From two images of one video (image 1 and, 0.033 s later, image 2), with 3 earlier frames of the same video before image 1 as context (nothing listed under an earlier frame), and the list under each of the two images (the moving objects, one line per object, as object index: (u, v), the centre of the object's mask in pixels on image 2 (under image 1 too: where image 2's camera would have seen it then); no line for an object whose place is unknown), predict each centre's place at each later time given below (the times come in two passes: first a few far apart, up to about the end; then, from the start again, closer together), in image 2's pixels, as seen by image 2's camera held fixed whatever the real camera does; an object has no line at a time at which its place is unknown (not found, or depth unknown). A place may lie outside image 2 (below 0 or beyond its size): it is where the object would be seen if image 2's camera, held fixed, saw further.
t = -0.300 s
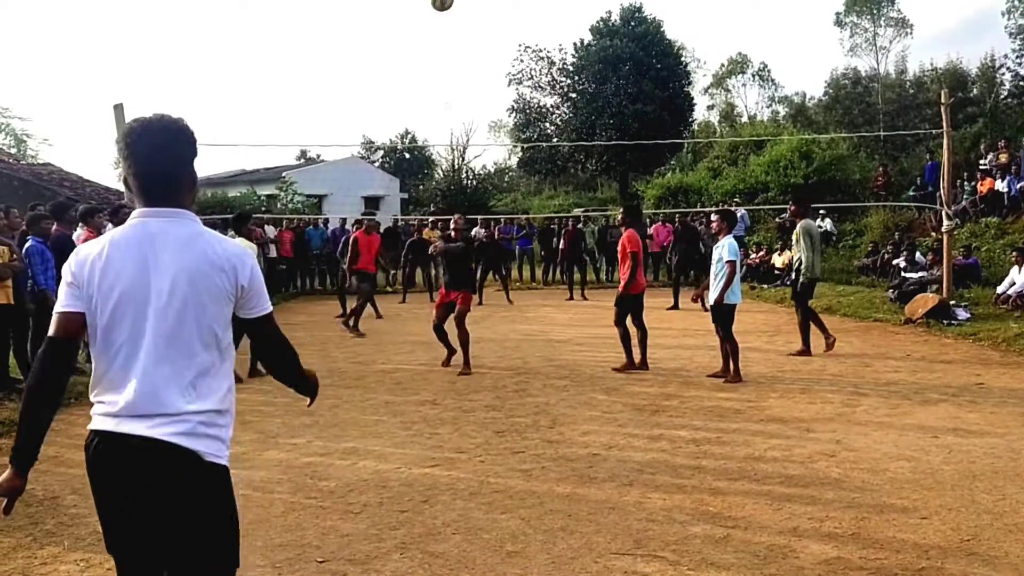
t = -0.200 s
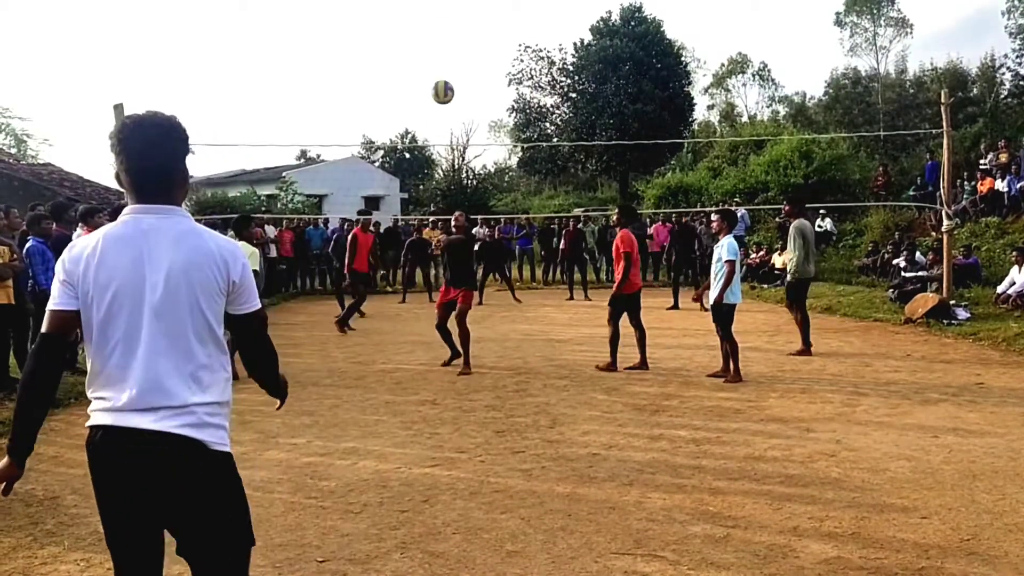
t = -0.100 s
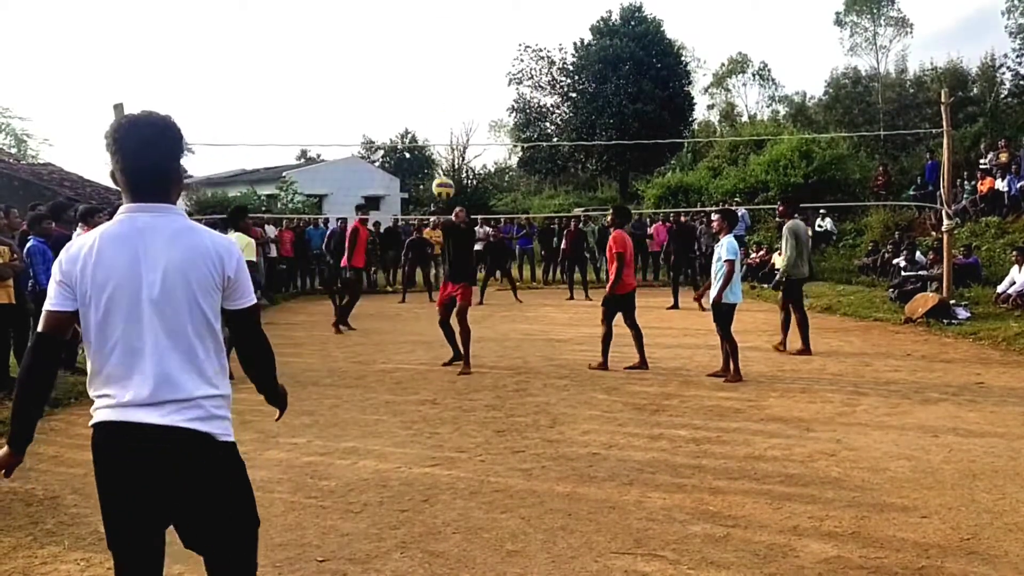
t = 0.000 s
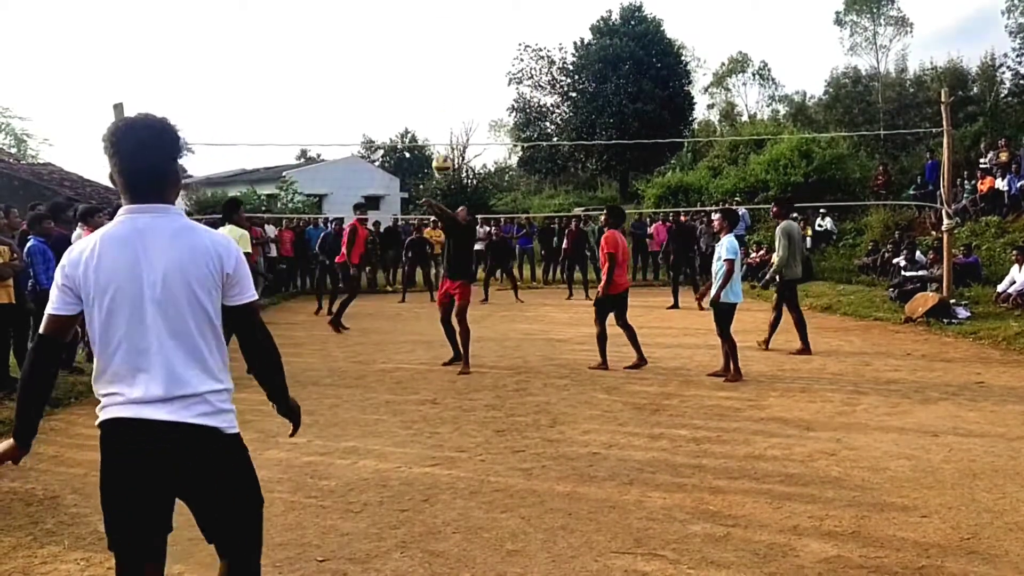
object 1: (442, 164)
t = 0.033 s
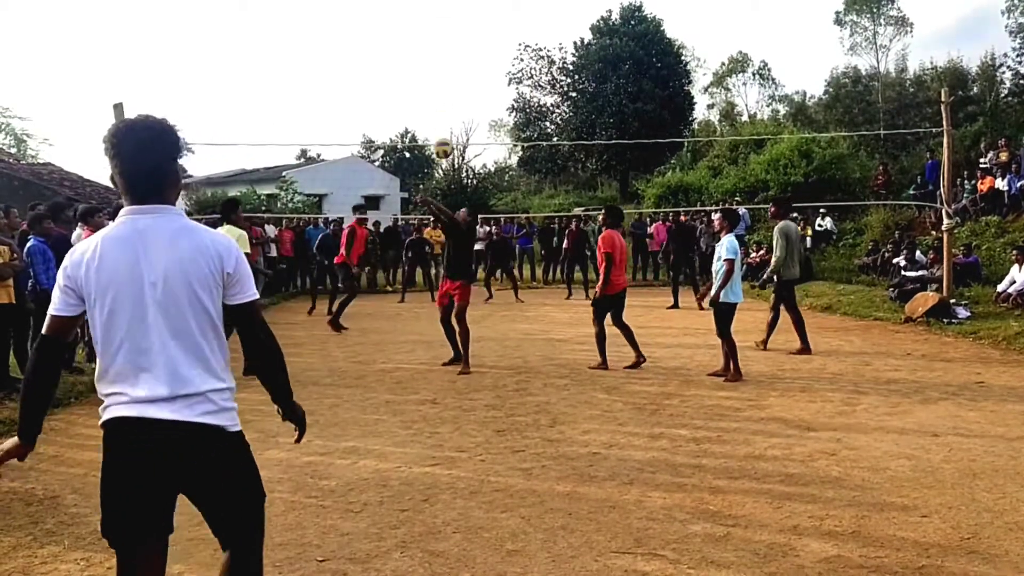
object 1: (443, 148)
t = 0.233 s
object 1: (443, 83)
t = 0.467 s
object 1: (445, 60)
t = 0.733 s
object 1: (448, 88)
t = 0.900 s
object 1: (451, 128)
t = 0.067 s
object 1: (443, 134)
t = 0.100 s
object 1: (443, 121)
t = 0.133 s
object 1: (443, 110)
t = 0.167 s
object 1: (443, 100)
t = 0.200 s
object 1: (443, 91)
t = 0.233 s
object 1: (443, 83)
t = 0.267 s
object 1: (444, 76)
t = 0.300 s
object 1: (444, 71)
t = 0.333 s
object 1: (444, 67)
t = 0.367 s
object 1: (444, 64)
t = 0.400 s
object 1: (445, 62)
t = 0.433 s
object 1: (445, 61)
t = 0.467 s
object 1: (445, 60)
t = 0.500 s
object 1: (445, 61)
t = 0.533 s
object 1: (446, 63)
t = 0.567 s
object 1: (446, 65)
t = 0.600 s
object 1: (446, 68)
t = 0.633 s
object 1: (447, 72)
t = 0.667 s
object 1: (447, 77)
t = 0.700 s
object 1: (447, 82)
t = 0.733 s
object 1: (448, 88)
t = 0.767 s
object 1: (449, 95)
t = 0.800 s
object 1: (449, 102)
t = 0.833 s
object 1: (449, 110)
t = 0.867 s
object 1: (450, 119)
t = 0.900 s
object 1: (451, 128)
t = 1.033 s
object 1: (453, 168)
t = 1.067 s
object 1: (453, 179)
